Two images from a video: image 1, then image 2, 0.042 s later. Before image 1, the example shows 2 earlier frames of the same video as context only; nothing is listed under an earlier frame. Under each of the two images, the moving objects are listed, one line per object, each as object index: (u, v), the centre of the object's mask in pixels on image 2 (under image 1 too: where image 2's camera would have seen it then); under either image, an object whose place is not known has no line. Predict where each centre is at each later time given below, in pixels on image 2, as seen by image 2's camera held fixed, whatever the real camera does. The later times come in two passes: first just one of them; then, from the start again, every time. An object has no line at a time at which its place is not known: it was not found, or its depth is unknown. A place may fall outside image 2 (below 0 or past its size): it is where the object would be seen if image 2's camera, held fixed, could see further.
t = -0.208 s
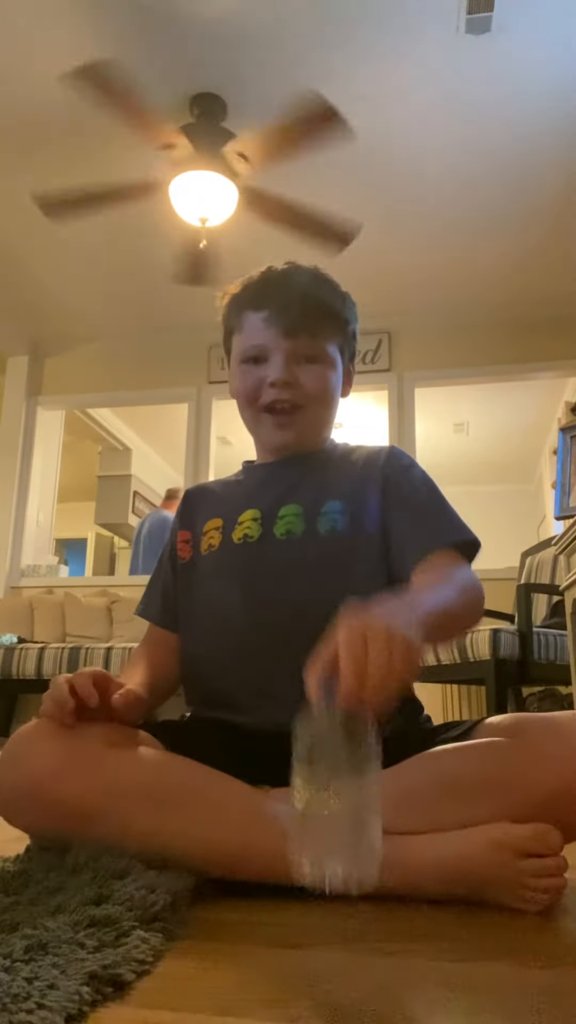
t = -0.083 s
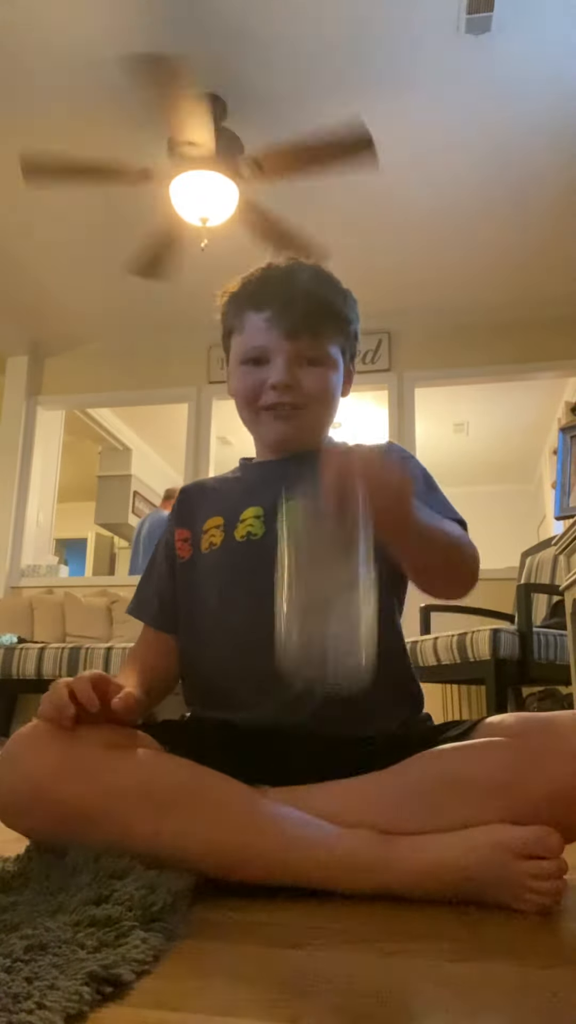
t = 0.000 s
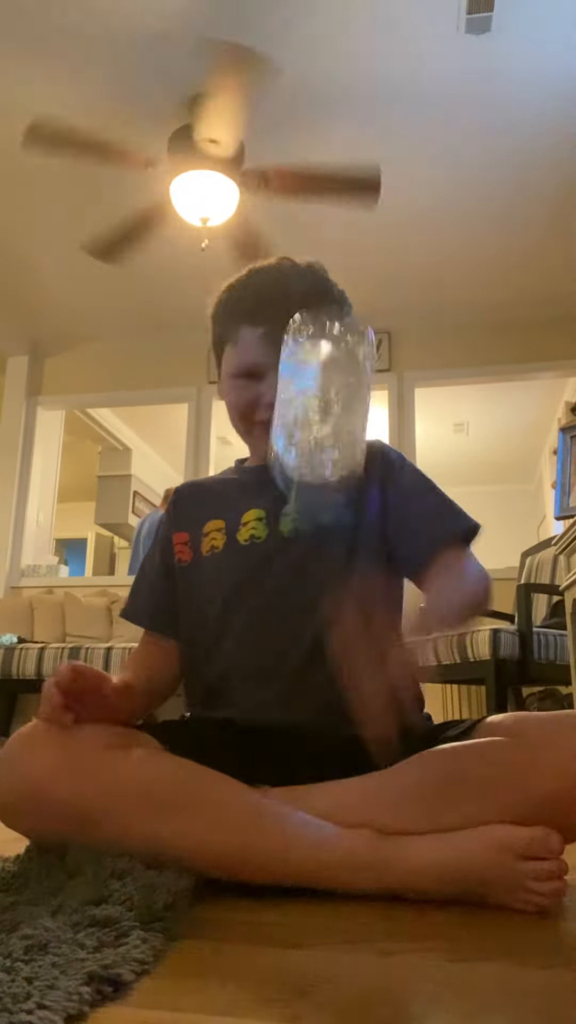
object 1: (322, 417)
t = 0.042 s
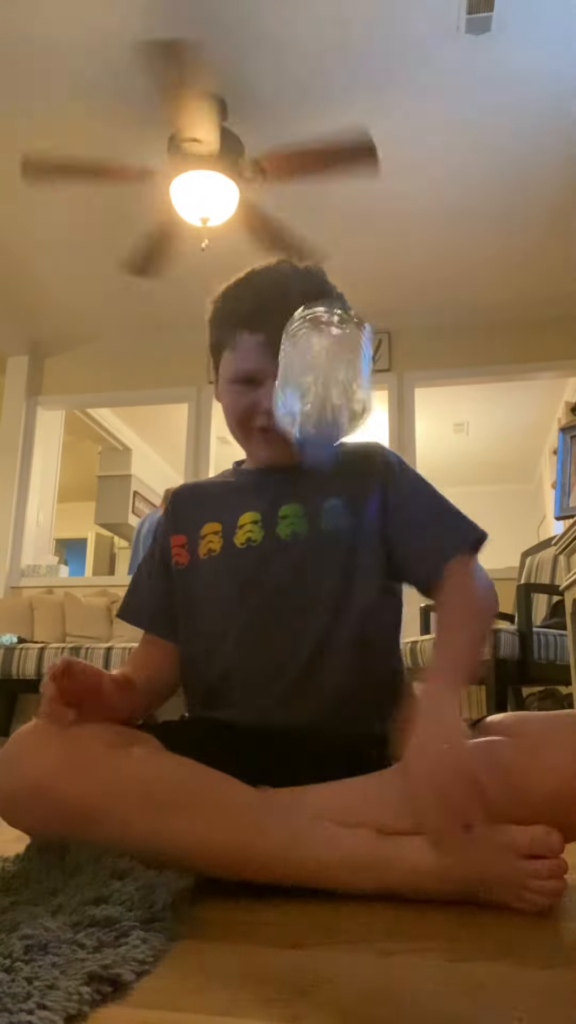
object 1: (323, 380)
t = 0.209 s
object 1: (312, 554)
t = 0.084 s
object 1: (323, 382)
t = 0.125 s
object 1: (316, 408)
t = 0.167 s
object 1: (312, 471)
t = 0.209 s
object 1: (312, 554)
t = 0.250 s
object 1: (310, 657)
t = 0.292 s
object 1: (306, 825)
